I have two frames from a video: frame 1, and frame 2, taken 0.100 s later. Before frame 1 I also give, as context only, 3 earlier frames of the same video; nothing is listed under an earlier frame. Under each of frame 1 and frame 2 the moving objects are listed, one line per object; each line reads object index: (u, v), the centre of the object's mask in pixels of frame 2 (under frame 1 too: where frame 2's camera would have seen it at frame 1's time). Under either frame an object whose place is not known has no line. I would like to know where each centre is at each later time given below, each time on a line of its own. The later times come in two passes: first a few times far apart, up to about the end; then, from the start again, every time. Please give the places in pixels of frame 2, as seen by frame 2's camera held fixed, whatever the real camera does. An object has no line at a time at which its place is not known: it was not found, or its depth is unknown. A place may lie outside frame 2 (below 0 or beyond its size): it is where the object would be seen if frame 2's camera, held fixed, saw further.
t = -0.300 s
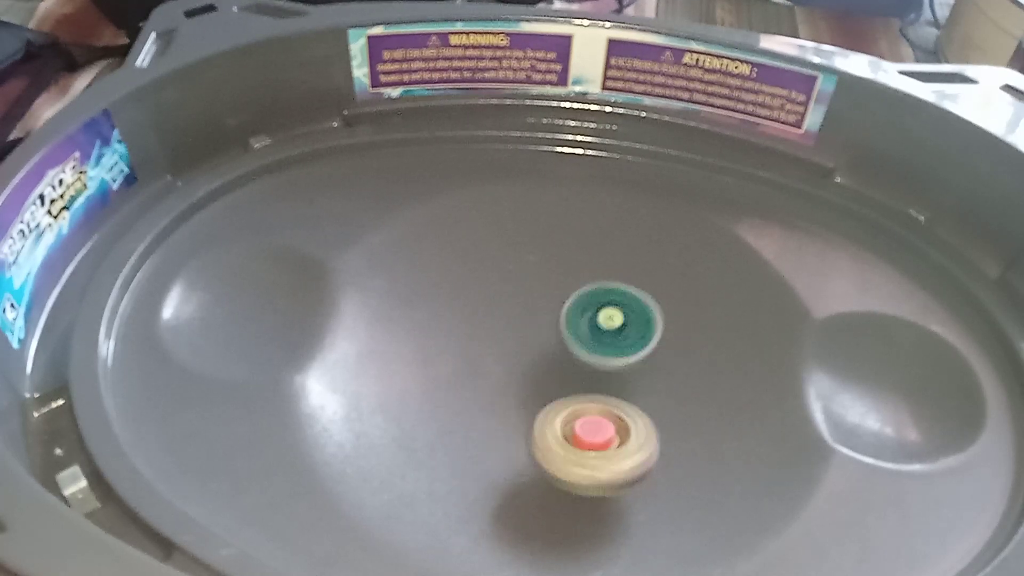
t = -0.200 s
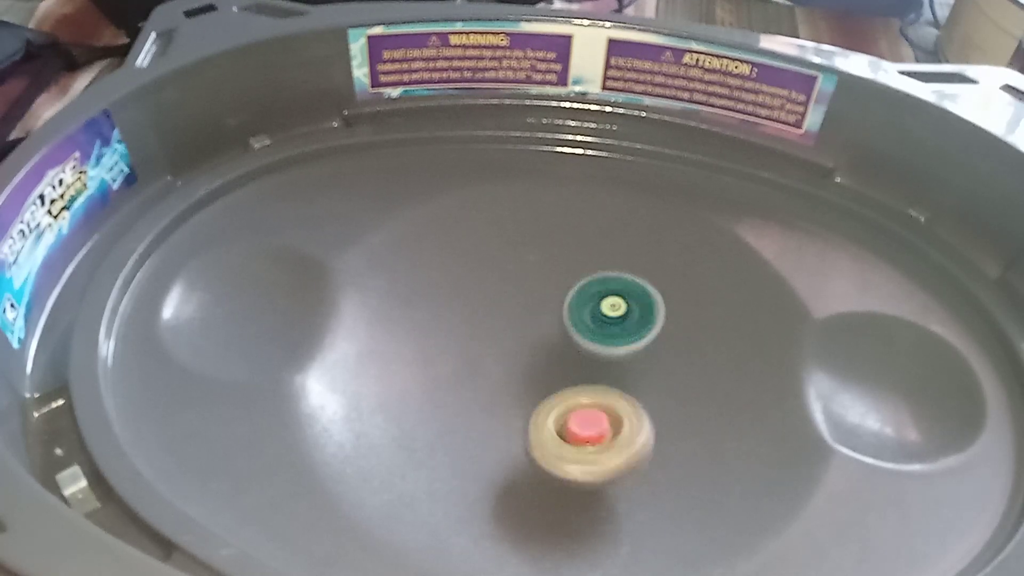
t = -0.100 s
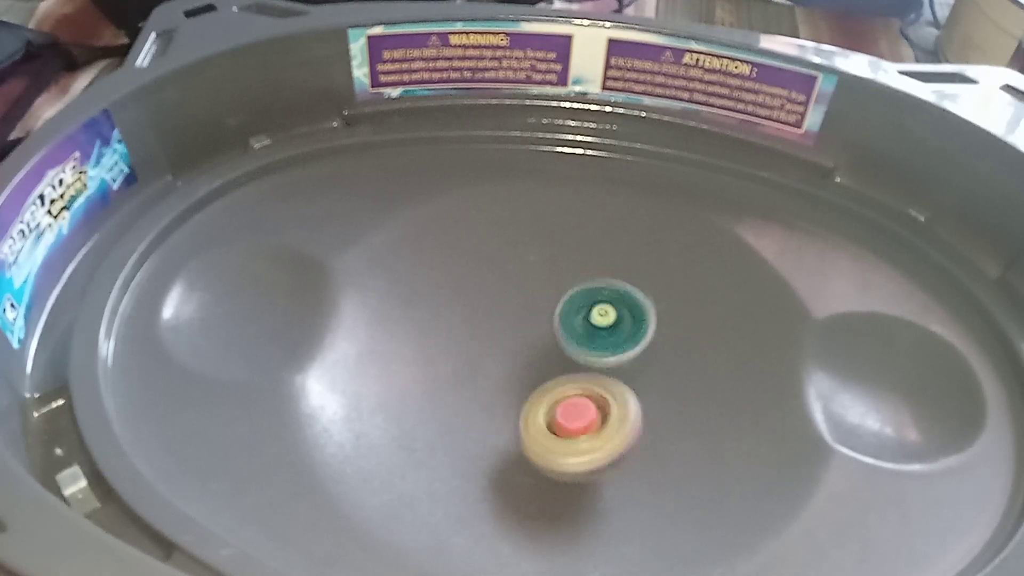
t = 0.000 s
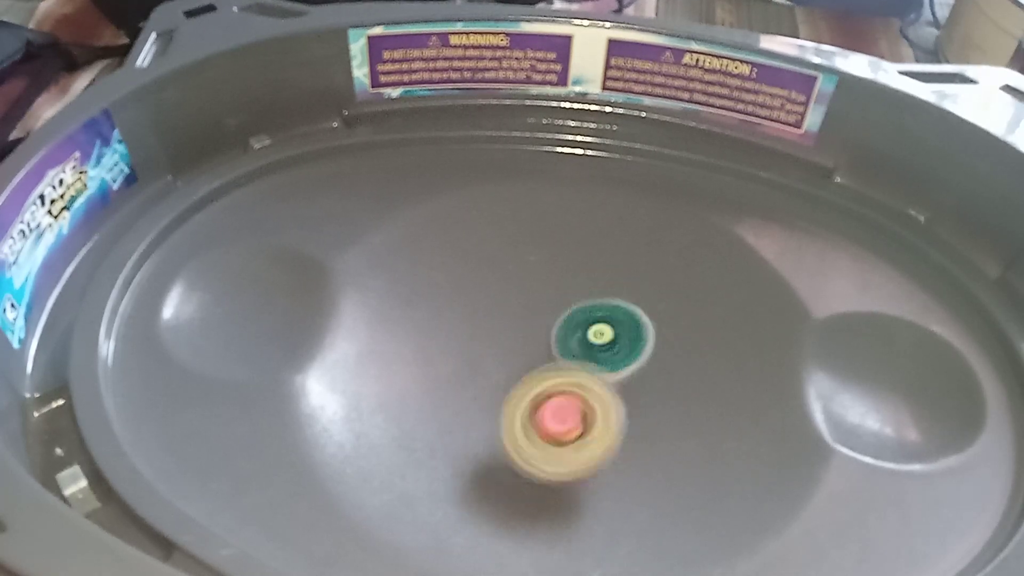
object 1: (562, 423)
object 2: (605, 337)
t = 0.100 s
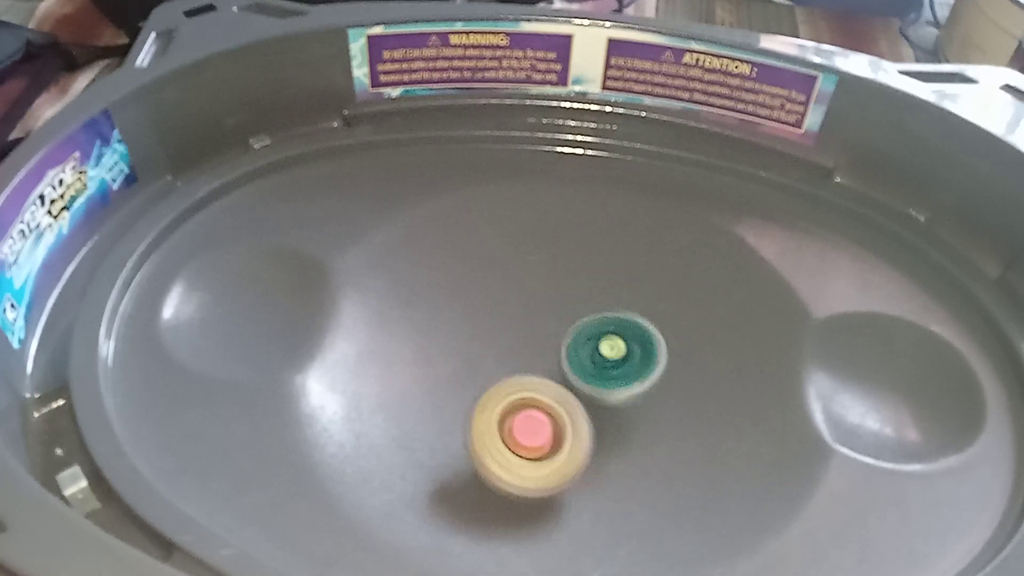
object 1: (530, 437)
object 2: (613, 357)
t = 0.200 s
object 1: (519, 432)
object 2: (623, 373)
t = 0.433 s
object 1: (508, 418)
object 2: (627, 408)
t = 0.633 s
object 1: (499, 397)
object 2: (621, 392)
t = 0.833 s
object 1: (487, 375)
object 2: (599, 363)
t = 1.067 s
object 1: (476, 359)
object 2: (598, 340)
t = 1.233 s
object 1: (487, 358)
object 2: (604, 345)
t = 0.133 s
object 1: (526, 437)
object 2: (617, 362)
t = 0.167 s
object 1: (523, 433)
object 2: (620, 368)
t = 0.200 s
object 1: (519, 432)
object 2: (623, 373)
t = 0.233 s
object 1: (515, 427)
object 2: (624, 379)
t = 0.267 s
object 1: (510, 427)
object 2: (626, 385)
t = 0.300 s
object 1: (508, 426)
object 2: (627, 391)
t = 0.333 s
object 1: (504, 426)
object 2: (628, 396)
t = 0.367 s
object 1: (505, 424)
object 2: (627, 400)
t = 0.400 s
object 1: (506, 422)
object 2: (628, 404)
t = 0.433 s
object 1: (508, 418)
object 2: (627, 408)
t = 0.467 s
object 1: (507, 417)
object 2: (627, 408)
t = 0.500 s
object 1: (507, 413)
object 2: (626, 408)
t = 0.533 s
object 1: (506, 409)
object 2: (627, 405)
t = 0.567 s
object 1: (505, 404)
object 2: (624, 401)
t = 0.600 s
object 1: (503, 401)
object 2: (620, 397)
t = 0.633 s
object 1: (499, 397)
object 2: (621, 392)
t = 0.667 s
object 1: (493, 395)
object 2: (622, 387)
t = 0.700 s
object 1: (493, 394)
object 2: (620, 382)
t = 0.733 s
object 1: (494, 389)
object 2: (616, 375)
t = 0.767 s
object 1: (494, 385)
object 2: (611, 371)
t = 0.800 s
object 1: (492, 379)
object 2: (603, 366)
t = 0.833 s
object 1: (487, 375)
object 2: (599, 363)
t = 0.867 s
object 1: (485, 372)
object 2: (594, 360)
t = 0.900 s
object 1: (481, 370)
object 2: (596, 357)
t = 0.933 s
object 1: (477, 367)
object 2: (600, 353)
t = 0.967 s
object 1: (476, 365)
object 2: (602, 349)
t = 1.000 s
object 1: (474, 362)
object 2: (602, 346)
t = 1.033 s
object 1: (475, 359)
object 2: (601, 342)
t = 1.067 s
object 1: (476, 359)
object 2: (598, 340)
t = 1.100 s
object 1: (481, 357)
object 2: (596, 340)
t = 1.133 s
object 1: (485, 356)
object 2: (592, 341)
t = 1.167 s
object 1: (485, 355)
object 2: (594, 342)
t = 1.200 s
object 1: (486, 358)
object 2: (596, 343)
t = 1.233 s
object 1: (487, 358)
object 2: (604, 345)
